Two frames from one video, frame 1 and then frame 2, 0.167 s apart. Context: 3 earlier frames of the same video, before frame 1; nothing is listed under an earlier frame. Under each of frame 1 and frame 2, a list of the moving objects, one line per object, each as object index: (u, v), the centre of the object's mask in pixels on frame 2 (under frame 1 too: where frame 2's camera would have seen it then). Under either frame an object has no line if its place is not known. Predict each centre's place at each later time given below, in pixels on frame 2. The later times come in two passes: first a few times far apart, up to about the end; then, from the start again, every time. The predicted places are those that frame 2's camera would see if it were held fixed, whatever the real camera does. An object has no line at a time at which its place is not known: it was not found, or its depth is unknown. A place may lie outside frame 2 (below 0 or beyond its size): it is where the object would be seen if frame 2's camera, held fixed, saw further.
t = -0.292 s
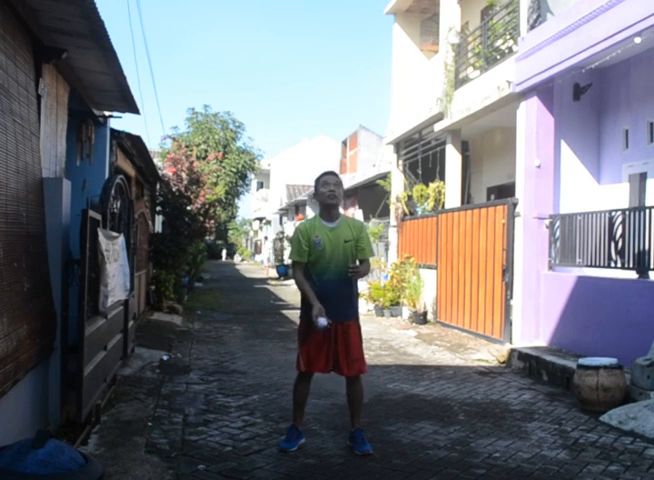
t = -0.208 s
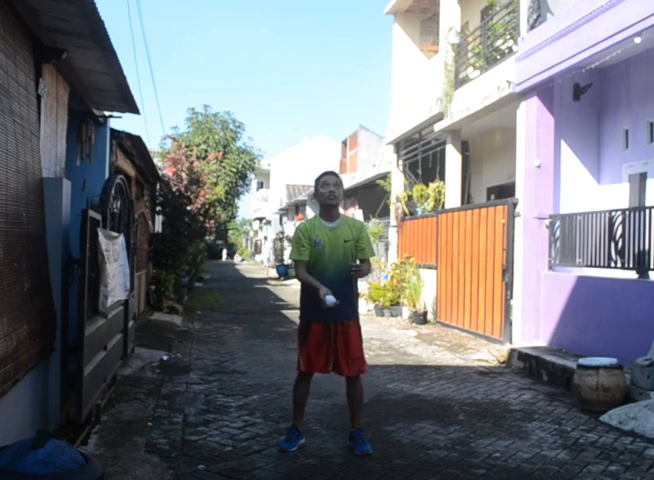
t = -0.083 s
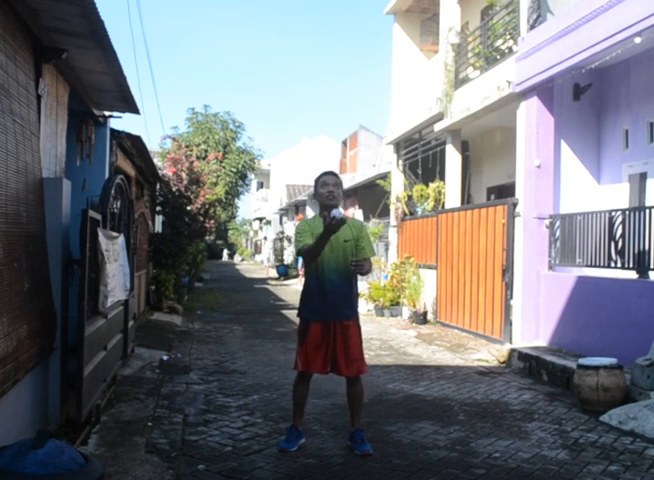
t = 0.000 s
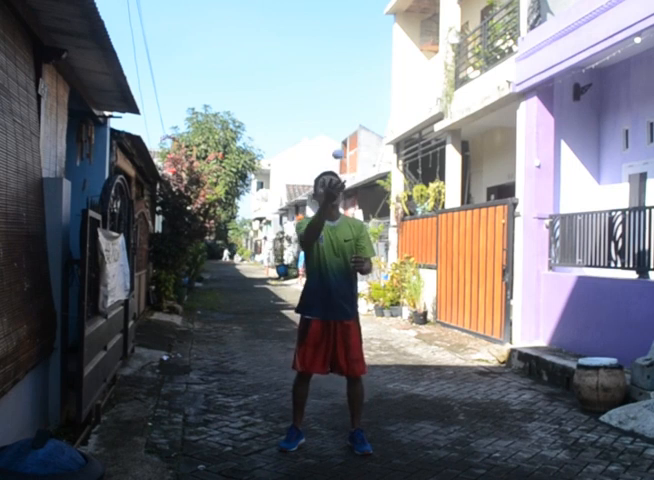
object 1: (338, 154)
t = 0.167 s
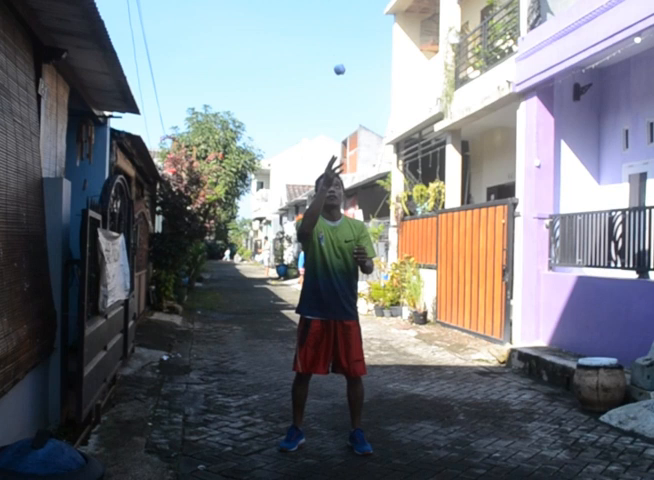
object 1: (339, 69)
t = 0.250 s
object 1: (340, 45)
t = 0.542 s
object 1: (338, 54)
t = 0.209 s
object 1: (339, 55)
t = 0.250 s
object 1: (340, 45)
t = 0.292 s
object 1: (340, 37)
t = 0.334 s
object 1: (340, 32)
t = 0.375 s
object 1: (339, 30)
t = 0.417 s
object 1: (339, 31)
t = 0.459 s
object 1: (339, 36)
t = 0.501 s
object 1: (339, 43)
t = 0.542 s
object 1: (338, 54)
